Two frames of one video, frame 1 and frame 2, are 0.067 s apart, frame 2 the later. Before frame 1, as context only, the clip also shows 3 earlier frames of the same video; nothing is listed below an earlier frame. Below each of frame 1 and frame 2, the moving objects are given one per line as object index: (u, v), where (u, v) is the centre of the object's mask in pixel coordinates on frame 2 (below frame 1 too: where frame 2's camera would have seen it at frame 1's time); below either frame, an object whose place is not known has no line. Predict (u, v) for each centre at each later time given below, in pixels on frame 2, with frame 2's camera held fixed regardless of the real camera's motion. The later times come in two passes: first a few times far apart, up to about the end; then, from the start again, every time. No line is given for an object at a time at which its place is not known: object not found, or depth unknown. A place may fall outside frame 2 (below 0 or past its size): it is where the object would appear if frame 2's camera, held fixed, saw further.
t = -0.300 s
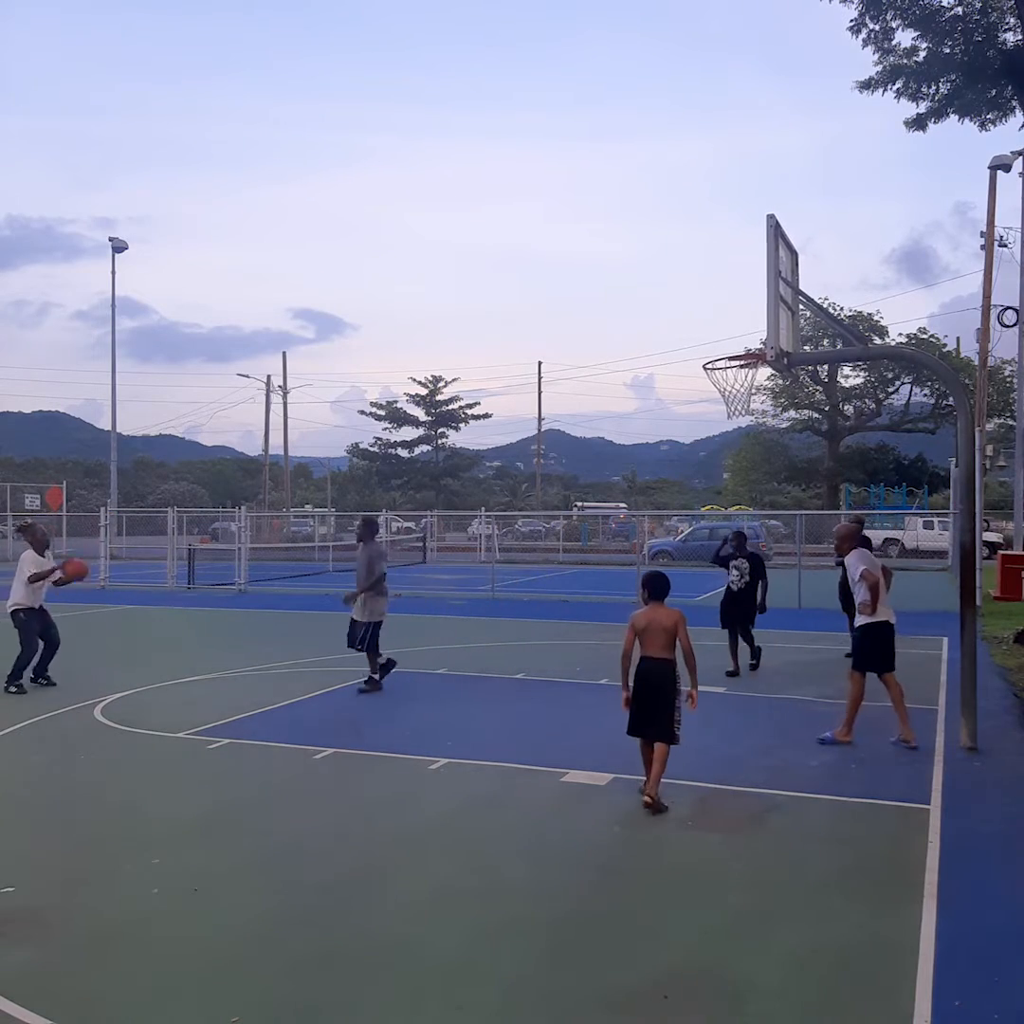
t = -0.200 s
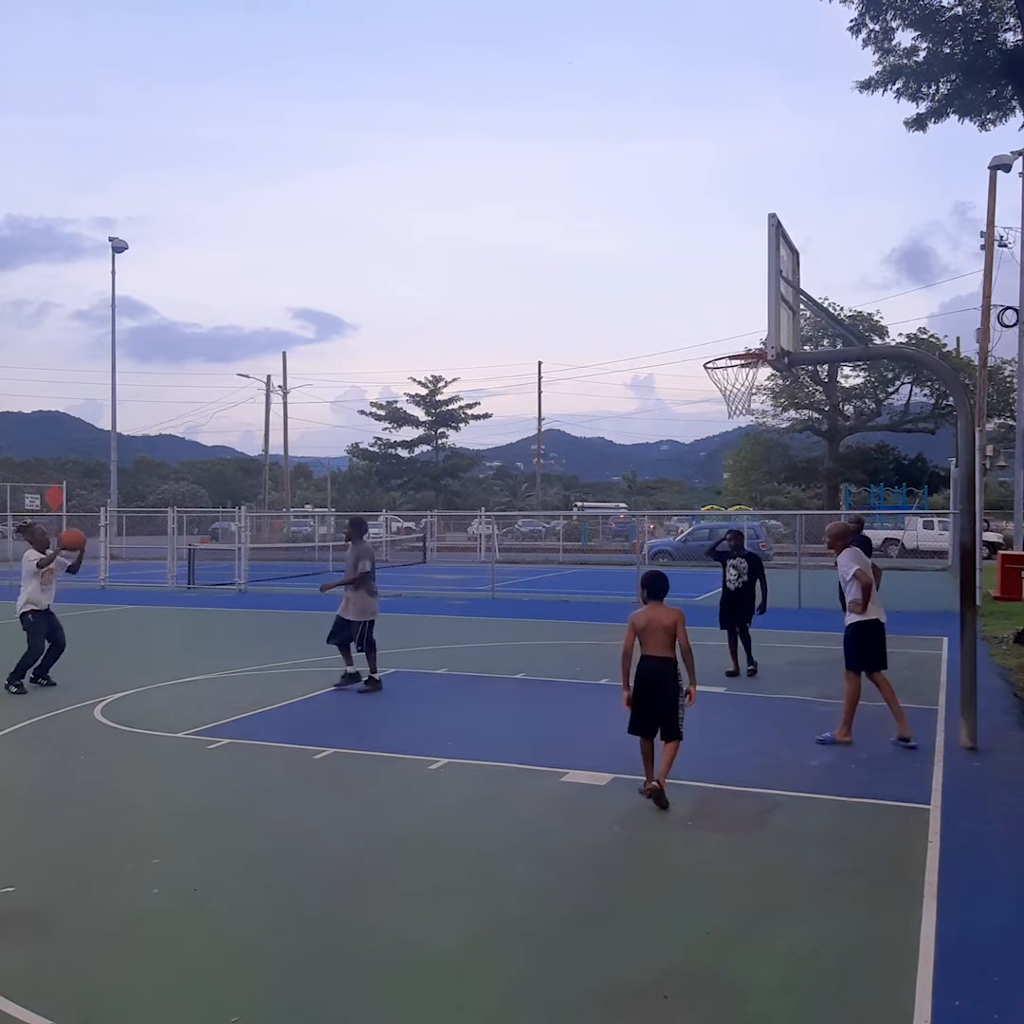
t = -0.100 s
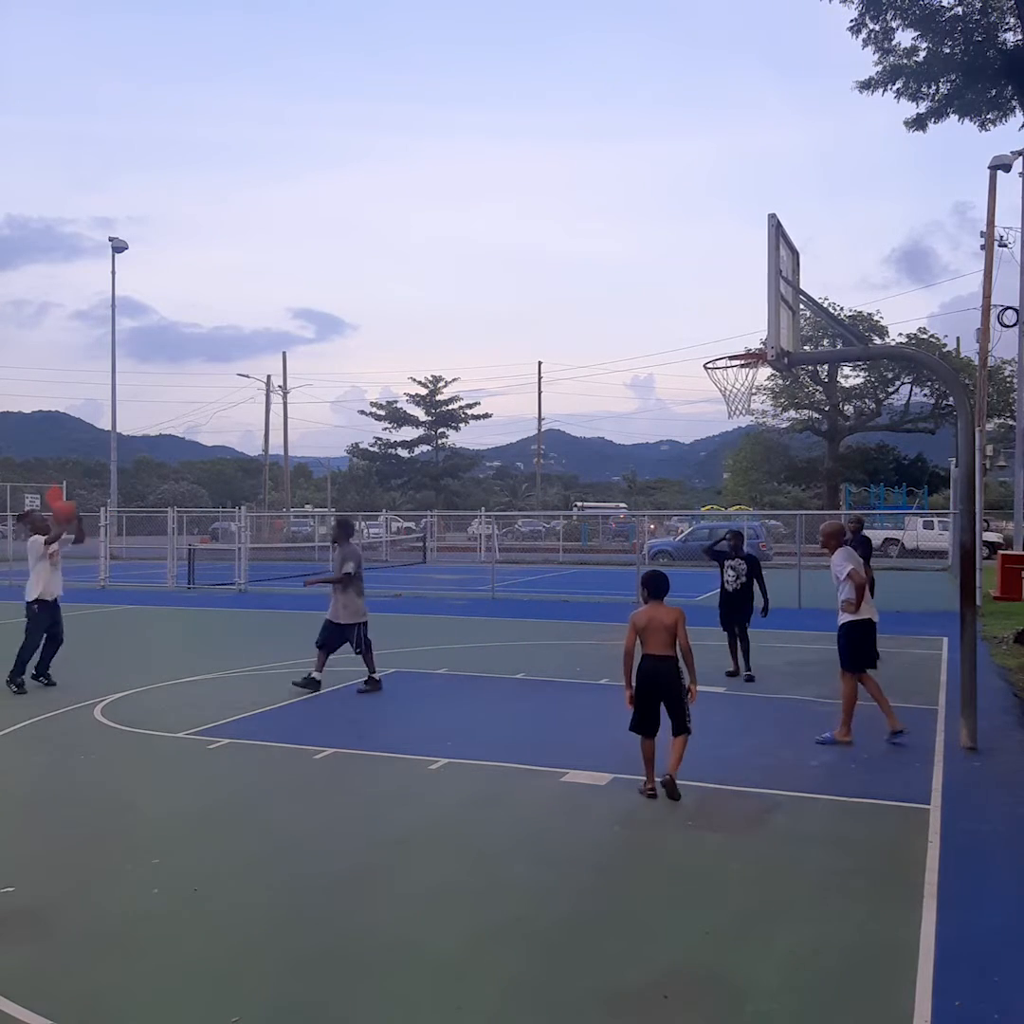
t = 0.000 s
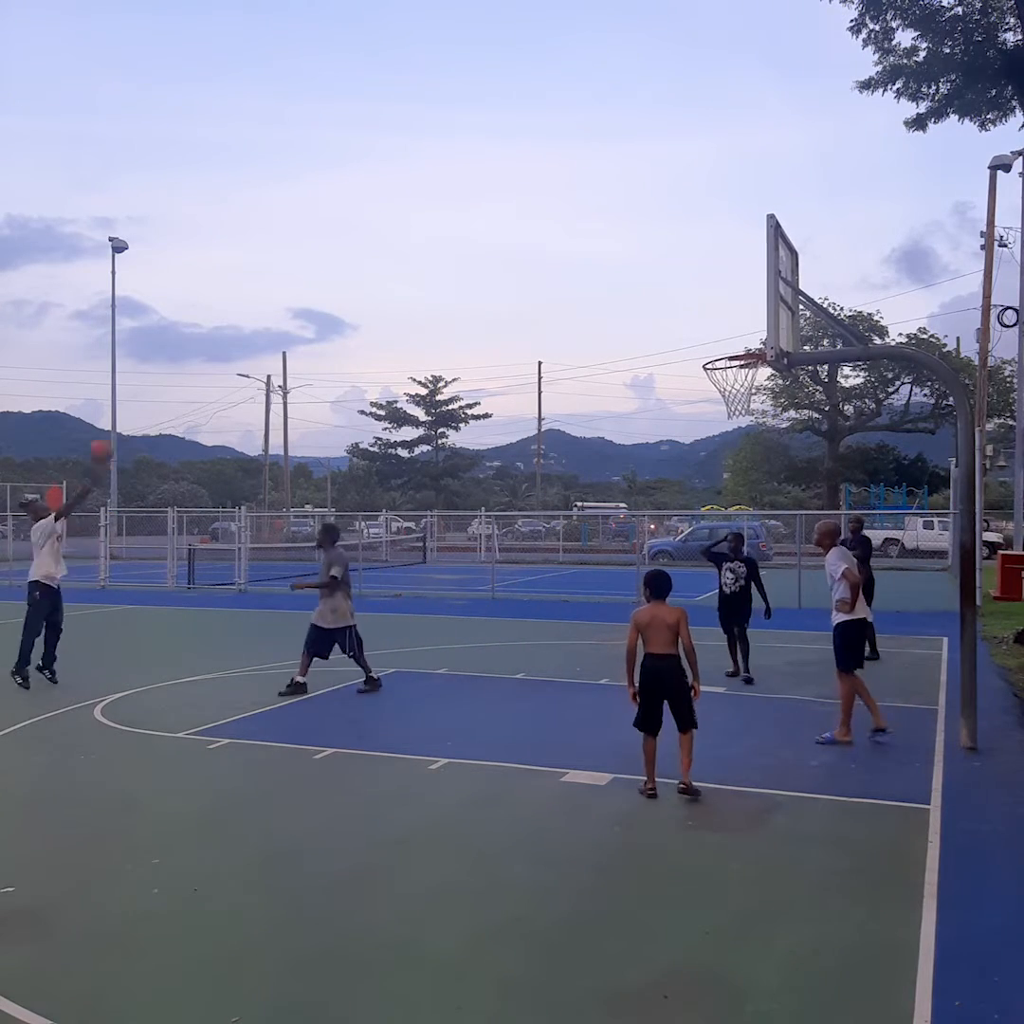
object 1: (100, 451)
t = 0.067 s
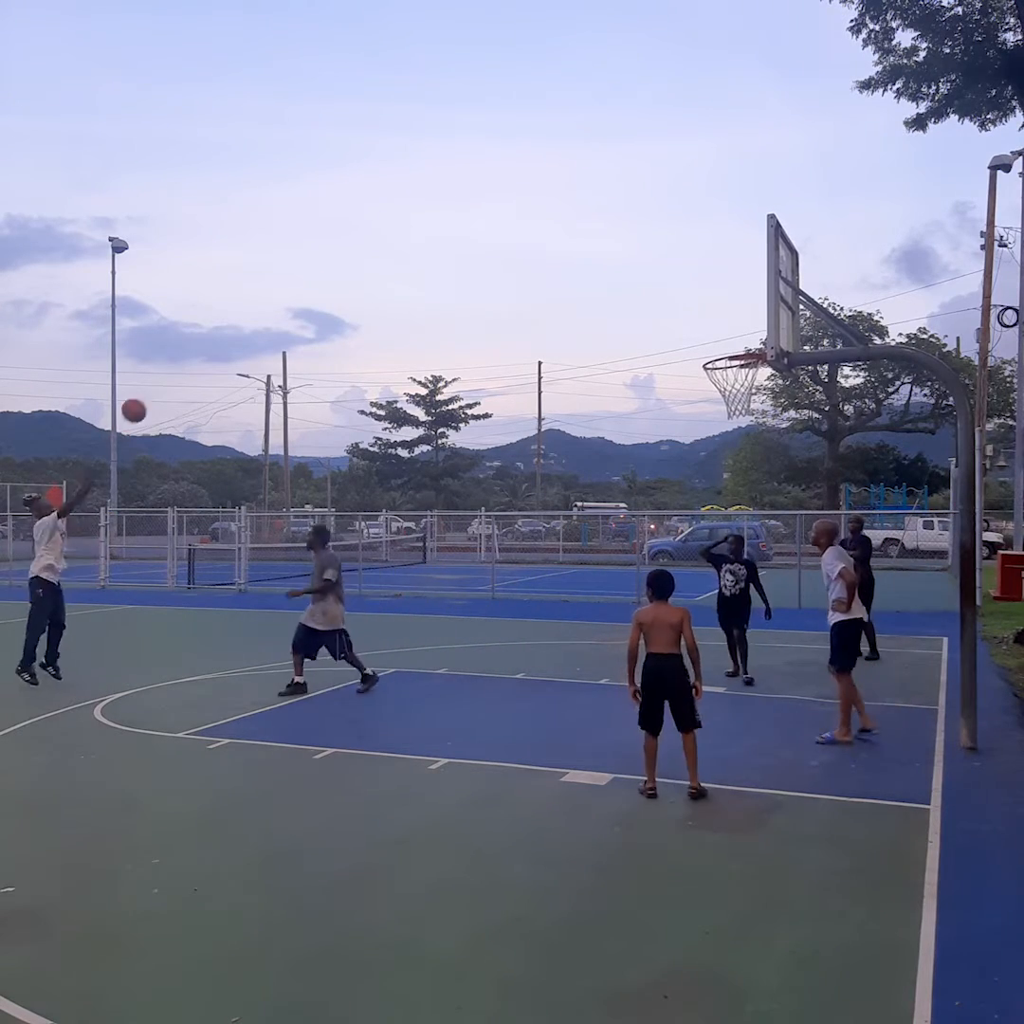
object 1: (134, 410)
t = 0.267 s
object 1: (234, 310)
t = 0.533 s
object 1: (373, 233)
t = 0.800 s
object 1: (519, 226)
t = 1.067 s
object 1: (673, 296)
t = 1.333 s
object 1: (747, 295)
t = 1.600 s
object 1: (743, 247)
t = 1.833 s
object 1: (696, 271)
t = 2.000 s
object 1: (661, 337)
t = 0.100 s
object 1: (150, 391)
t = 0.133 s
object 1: (167, 373)
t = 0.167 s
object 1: (184, 355)
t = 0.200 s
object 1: (200, 339)
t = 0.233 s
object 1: (217, 324)
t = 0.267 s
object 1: (234, 310)
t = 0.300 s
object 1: (251, 297)
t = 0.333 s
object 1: (268, 284)
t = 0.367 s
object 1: (285, 273)
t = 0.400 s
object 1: (303, 263)
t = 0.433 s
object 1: (320, 254)
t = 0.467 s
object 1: (338, 246)
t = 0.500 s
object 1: (355, 239)
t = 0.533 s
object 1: (373, 233)
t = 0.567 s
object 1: (391, 228)
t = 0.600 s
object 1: (409, 225)
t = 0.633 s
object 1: (427, 222)
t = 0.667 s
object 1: (445, 220)
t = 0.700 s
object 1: (464, 220)
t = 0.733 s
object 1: (482, 221)
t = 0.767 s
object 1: (501, 223)
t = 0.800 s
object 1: (519, 226)
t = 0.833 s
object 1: (538, 230)
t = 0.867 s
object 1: (557, 236)
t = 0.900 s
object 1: (576, 242)
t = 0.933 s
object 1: (595, 251)
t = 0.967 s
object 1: (615, 260)
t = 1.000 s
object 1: (634, 270)
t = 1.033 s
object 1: (654, 282)
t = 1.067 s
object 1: (673, 296)
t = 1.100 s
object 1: (693, 310)
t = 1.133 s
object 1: (713, 326)
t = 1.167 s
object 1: (733, 343)
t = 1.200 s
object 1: (744, 346)
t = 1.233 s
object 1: (745, 332)
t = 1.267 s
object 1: (746, 318)
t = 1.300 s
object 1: (747, 306)
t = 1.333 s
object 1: (747, 295)
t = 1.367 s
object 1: (748, 285)
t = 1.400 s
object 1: (749, 276)
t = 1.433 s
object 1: (750, 268)
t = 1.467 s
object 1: (751, 262)
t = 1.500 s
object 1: (752, 257)
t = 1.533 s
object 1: (752, 253)
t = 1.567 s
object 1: (749, 250)
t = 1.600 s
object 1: (743, 247)
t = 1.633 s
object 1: (736, 246)
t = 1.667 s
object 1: (730, 246)
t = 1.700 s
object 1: (723, 249)
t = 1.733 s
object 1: (716, 252)
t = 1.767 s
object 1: (709, 257)
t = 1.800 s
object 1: (703, 264)
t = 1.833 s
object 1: (696, 271)
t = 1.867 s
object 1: (689, 281)
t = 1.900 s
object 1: (682, 293)
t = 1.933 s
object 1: (675, 306)
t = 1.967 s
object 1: (668, 320)
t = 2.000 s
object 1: (661, 337)
